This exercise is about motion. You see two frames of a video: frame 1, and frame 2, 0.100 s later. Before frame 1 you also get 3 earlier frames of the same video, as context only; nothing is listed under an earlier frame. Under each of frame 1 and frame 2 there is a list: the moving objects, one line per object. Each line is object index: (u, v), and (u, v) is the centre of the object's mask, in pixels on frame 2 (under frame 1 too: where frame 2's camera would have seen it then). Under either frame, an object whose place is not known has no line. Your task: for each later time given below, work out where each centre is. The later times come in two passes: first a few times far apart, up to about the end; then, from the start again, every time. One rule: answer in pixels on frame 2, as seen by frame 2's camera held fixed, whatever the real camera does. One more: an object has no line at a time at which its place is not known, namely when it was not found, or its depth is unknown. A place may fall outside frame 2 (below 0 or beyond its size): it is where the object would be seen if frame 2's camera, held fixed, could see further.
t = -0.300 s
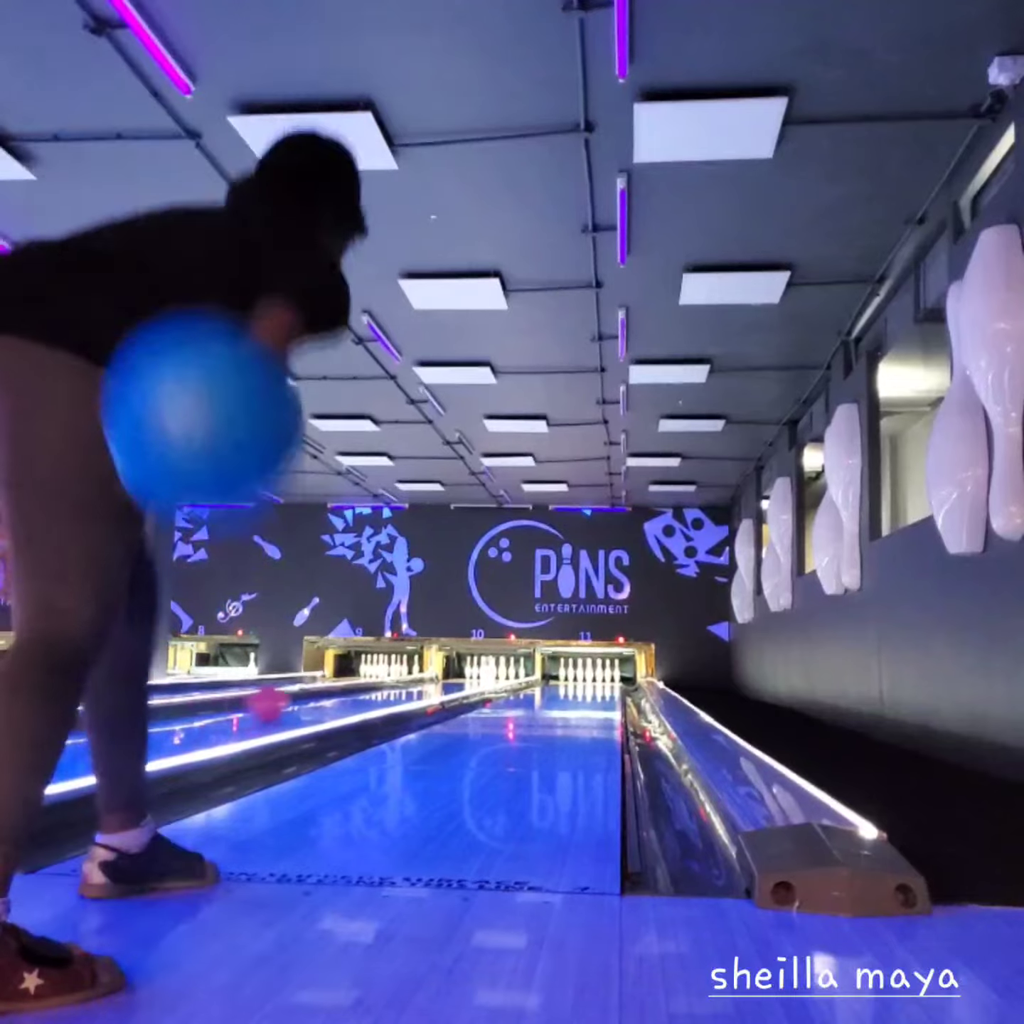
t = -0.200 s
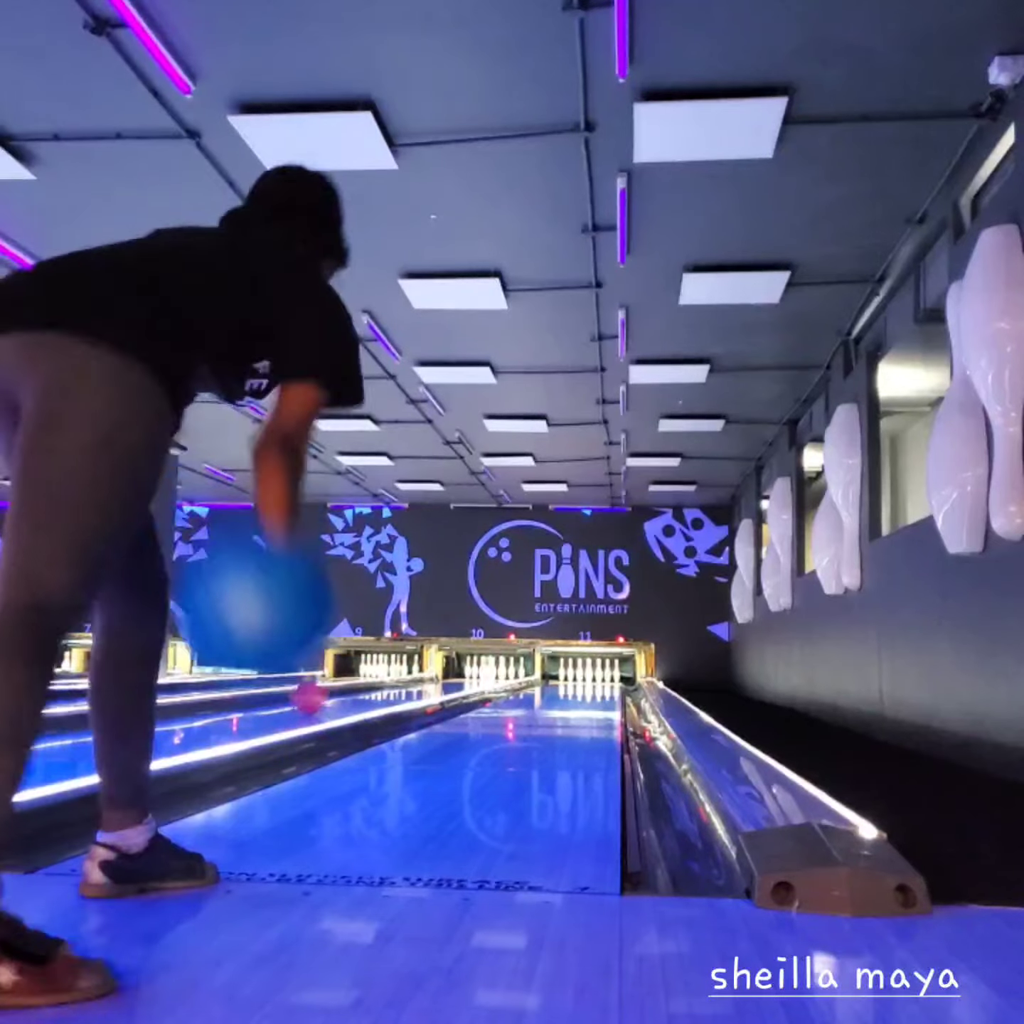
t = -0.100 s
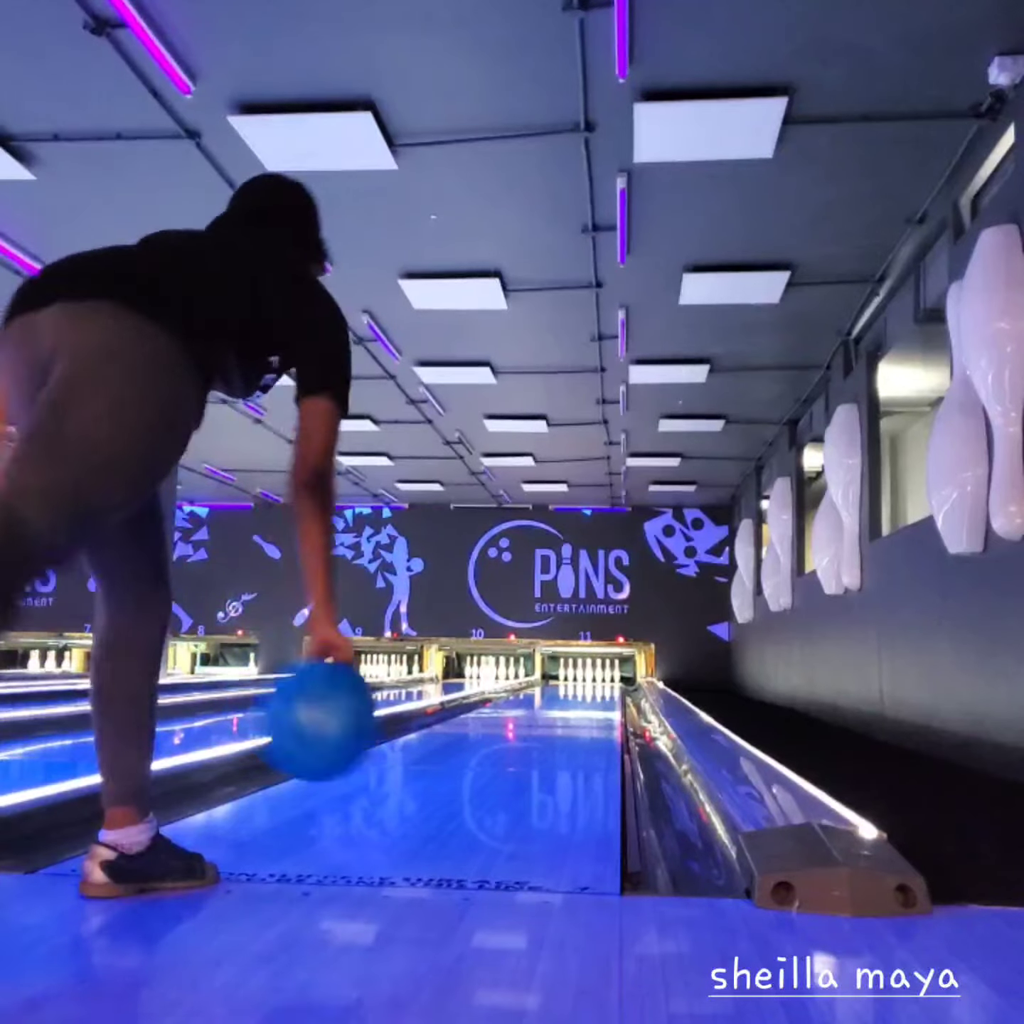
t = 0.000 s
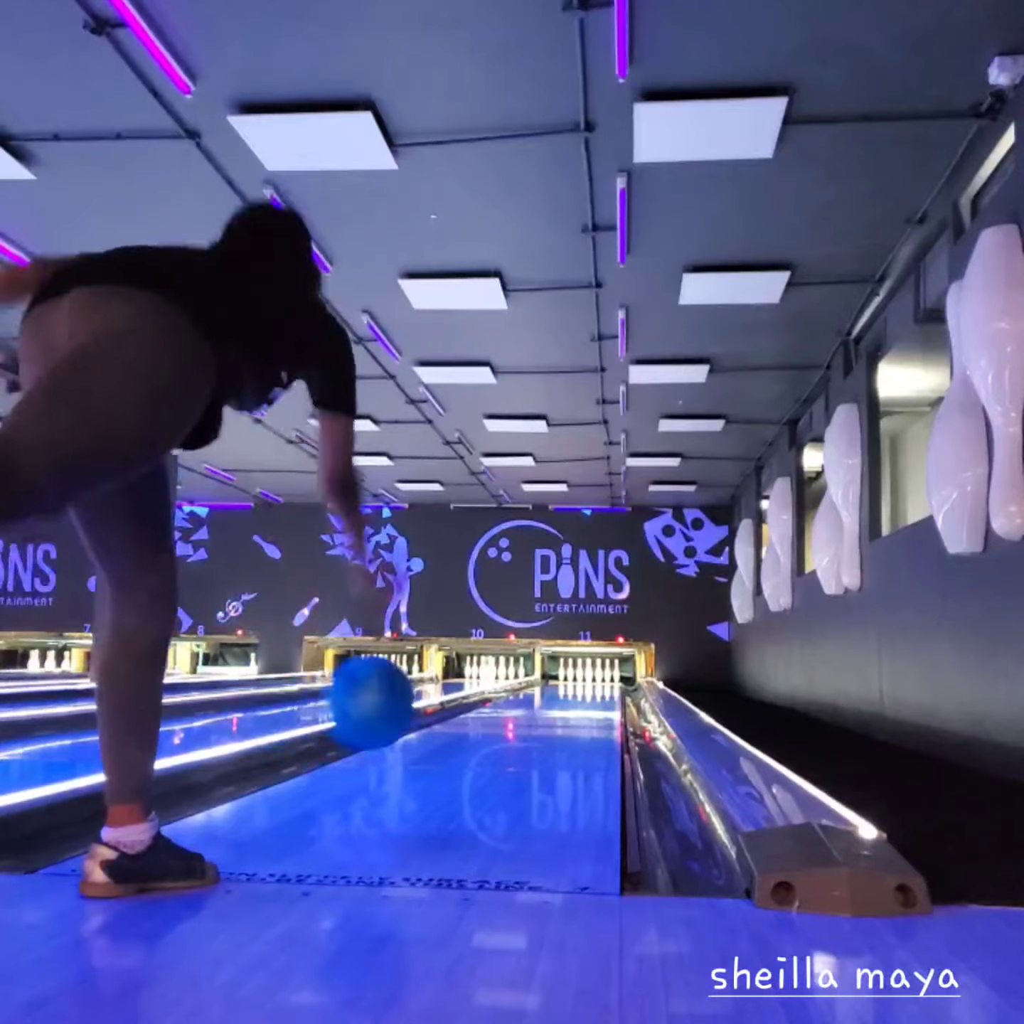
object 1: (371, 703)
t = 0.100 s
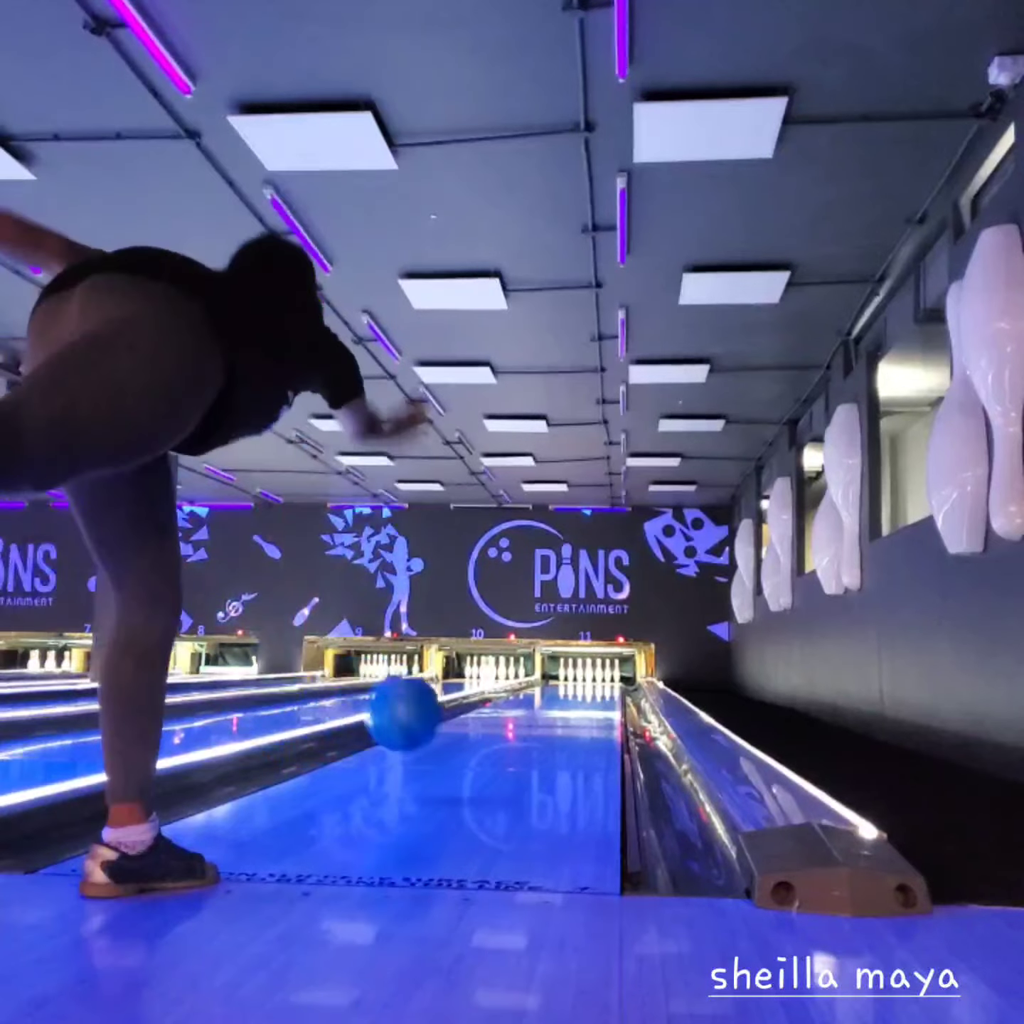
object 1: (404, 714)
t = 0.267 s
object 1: (437, 735)
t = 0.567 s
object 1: (471, 712)
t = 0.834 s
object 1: (488, 701)
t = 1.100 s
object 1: (499, 693)
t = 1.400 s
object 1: (507, 686)
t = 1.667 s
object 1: (510, 686)
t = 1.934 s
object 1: (524, 684)
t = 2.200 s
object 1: (529, 683)
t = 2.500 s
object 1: (537, 681)
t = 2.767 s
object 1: (543, 679)
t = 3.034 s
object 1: (547, 679)
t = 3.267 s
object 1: (549, 679)
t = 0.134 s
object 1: (411, 725)
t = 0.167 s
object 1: (419, 738)
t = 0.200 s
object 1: (425, 743)
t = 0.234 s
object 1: (430, 738)
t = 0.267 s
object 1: (437, 735)
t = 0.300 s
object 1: (442, 732)
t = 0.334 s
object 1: (446, 728)
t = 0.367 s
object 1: (451, 725)
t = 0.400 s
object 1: (454, 723)
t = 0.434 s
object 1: (458, 720)
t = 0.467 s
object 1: (462, 718)
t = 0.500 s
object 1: (464, 716)
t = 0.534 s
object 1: (468, 714)
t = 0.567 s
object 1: (471, 712)
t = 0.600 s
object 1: (473, 710)
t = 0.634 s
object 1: (475, 709)
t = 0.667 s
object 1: (478, 707)
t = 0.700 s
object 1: (480, 706)
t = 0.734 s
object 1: (482, 704)
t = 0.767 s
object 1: (484, 703)
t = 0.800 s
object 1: (486, 702)
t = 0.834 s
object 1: (488, 701)
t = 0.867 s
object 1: (489, 700)
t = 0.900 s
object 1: (491, 698)
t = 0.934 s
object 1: (492, 698)
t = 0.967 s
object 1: (493, 697)
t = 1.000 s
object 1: (495, 696)
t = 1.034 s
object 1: (496, 695)
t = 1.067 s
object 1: (498, 694)
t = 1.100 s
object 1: (499, 693)
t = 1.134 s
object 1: (500, 692)
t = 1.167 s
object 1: (501, 691)
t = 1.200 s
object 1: (502, 691)
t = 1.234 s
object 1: (503, 690)
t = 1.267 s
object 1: (504, 689)
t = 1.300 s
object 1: (505, 688)
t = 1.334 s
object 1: (506, 687)
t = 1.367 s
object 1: (507, 686)
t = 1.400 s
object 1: (507, 686)
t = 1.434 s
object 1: (508, 686)
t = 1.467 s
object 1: (509, 685)
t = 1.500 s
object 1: (509, 685)
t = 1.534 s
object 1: (509, 686)
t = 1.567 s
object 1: (509, 687)
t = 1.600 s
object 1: (508, 688)
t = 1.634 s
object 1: (508, 687)
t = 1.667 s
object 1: (510, 686)
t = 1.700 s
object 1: (511, 685)
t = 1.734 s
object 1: (513, 685)
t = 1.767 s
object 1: (514, 685)
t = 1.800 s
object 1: (516, 686)
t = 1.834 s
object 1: (519, 686)
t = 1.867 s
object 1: (521, 685)
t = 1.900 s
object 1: (523, 684)
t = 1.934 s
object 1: (524, 684)
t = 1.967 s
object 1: (525, 684)
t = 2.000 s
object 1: (526, 684)
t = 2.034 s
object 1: (526, 684)
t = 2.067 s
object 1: (526, 684)
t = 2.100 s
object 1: (526, 683)
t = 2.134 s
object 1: (527, 683)
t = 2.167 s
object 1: (528, 683)
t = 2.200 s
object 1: (529, 683)
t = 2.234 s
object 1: (530, 683)
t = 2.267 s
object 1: (531, 683)
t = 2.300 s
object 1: (532, 682)
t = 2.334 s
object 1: (533, 682)
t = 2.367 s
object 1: (534, 682)
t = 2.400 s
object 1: (535, 682)
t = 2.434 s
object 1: (536, 682)
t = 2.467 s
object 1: (537, 681)
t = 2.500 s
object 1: (537, 681)
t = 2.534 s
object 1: (538, 681)
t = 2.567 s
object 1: (539, 681)
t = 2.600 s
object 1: (540, 681)
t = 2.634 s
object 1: (540, 680)
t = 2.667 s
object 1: (541, 680)
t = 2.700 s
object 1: (542, 680)
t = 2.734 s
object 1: (542, 680)
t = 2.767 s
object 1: (543, 679)
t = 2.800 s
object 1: (544, 679)
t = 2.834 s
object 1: (544, 679)
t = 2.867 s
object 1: (544, 679)
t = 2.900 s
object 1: (545, 678)
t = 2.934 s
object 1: (545, 679)
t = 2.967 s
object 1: (546, 679)
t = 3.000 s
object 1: (547, 678)
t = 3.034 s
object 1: (547, 679)
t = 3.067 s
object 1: (548, 679)
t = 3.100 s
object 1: (548, 679)
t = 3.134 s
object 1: (549, 680)
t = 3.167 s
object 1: (549, 679)
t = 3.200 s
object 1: (549, 679)
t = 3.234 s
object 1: (549, 679)
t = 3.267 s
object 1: (549, 679)
